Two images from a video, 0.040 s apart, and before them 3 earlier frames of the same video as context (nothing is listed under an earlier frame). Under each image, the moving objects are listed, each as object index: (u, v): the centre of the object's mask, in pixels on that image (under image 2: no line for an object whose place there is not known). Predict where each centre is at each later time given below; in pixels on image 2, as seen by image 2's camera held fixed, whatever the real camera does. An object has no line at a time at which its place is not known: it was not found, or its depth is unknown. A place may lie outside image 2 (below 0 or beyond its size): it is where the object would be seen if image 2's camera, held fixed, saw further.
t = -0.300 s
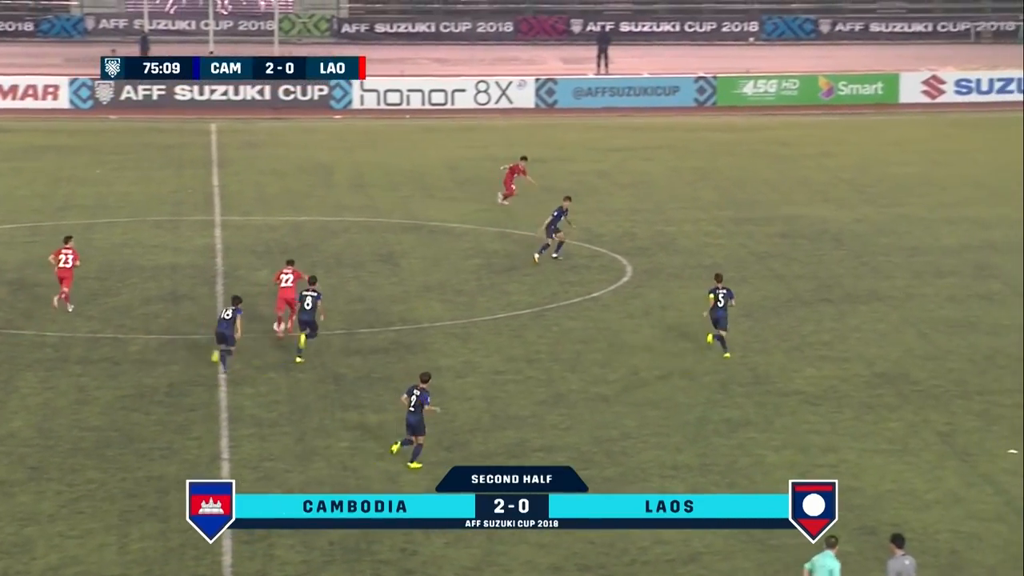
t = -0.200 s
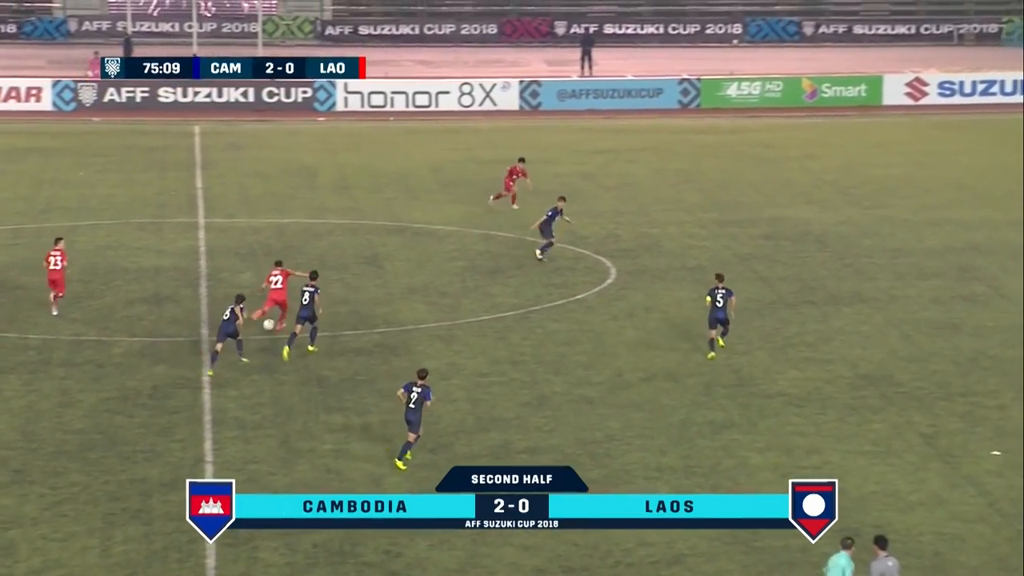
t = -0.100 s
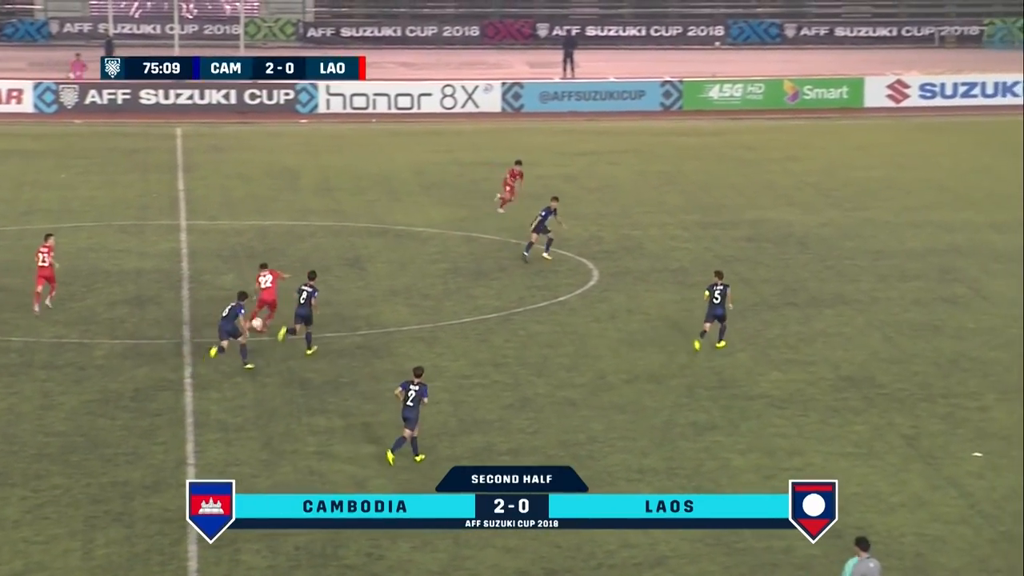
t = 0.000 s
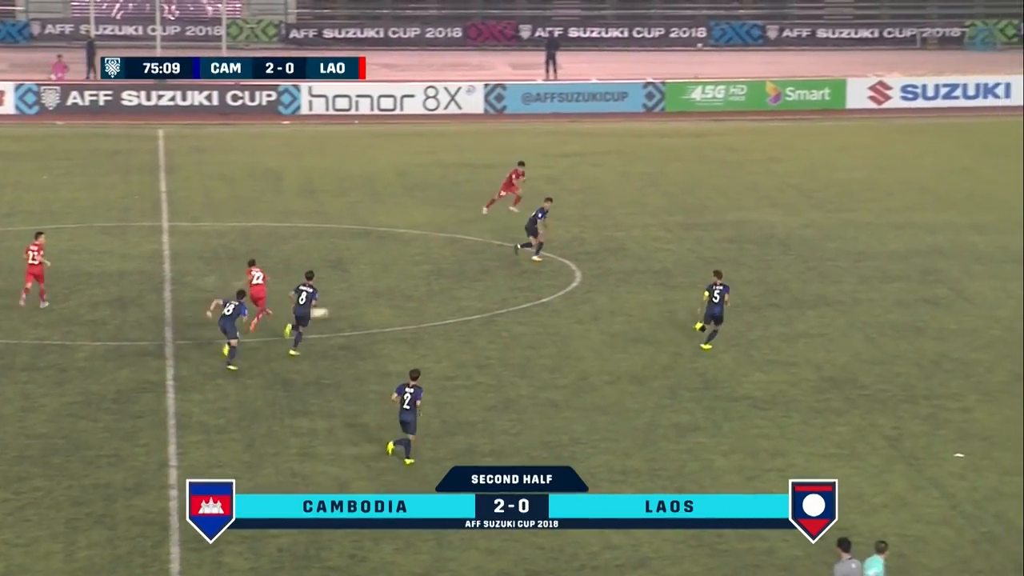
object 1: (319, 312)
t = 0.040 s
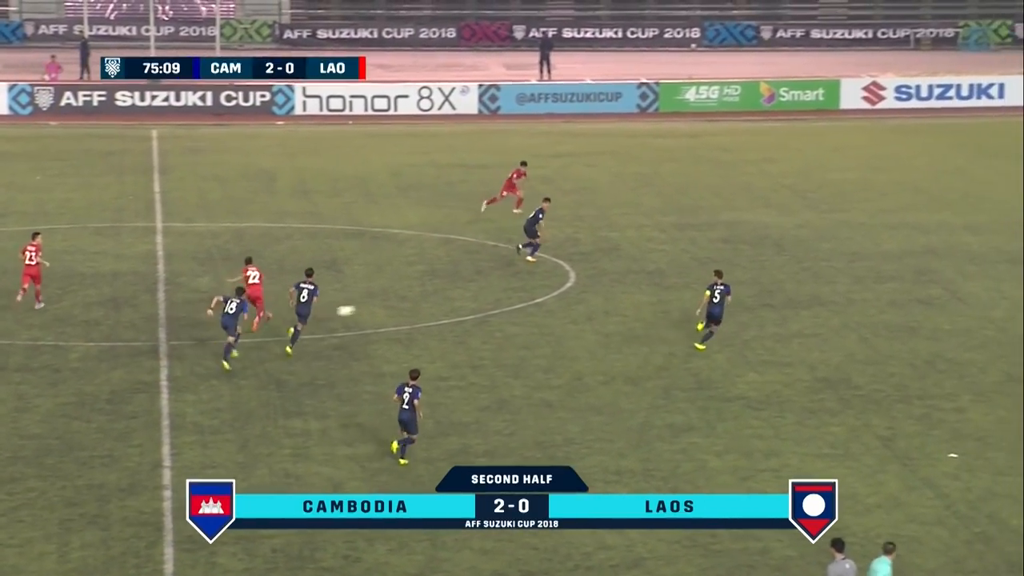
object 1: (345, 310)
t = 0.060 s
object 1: (360, 308)
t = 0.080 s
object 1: (376, 306)
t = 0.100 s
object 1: (390, 304)
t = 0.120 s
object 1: (404, 302)
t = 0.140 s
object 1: (419, 301)
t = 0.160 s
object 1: (433, 300)
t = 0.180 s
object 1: (445, 298)
